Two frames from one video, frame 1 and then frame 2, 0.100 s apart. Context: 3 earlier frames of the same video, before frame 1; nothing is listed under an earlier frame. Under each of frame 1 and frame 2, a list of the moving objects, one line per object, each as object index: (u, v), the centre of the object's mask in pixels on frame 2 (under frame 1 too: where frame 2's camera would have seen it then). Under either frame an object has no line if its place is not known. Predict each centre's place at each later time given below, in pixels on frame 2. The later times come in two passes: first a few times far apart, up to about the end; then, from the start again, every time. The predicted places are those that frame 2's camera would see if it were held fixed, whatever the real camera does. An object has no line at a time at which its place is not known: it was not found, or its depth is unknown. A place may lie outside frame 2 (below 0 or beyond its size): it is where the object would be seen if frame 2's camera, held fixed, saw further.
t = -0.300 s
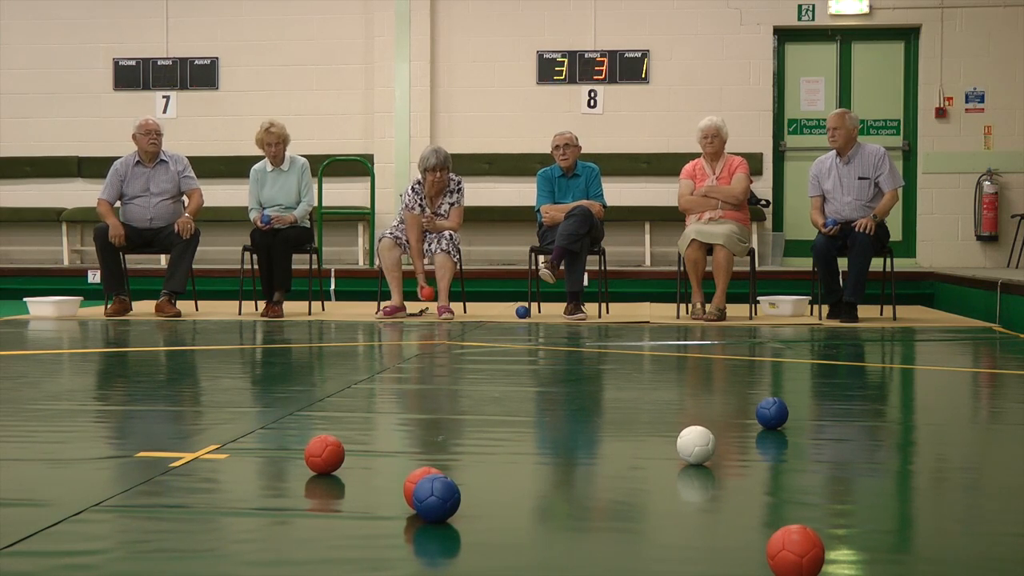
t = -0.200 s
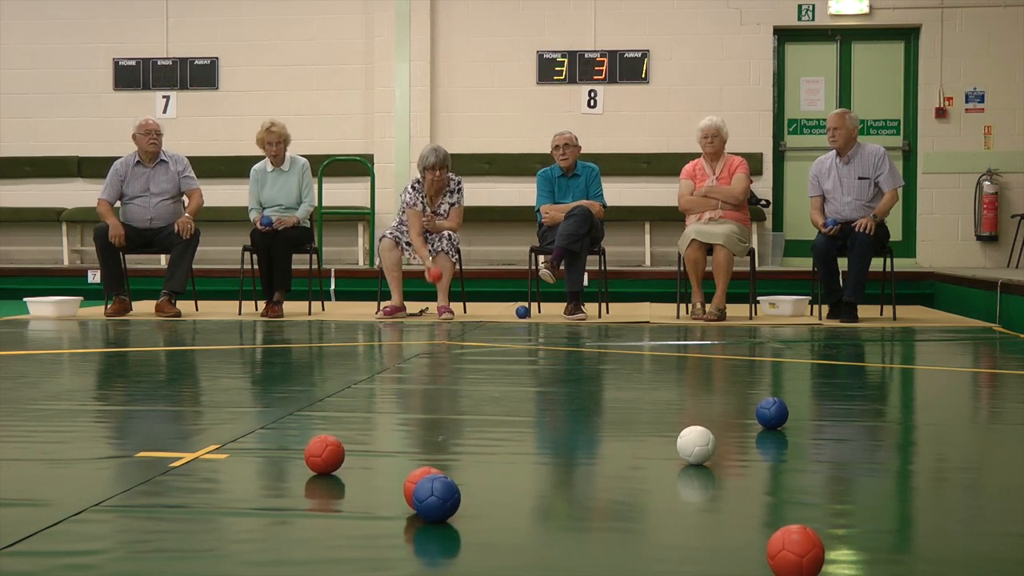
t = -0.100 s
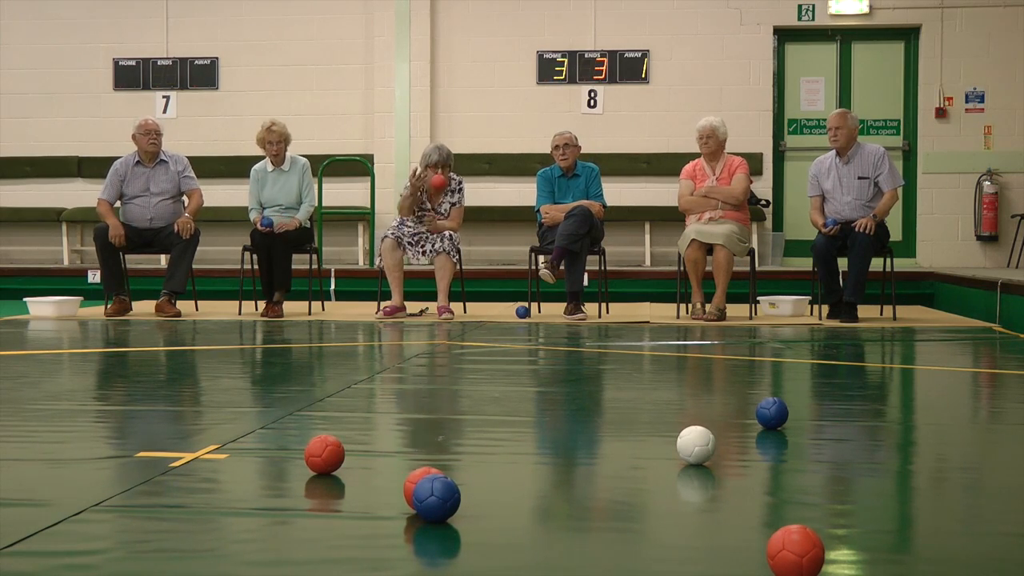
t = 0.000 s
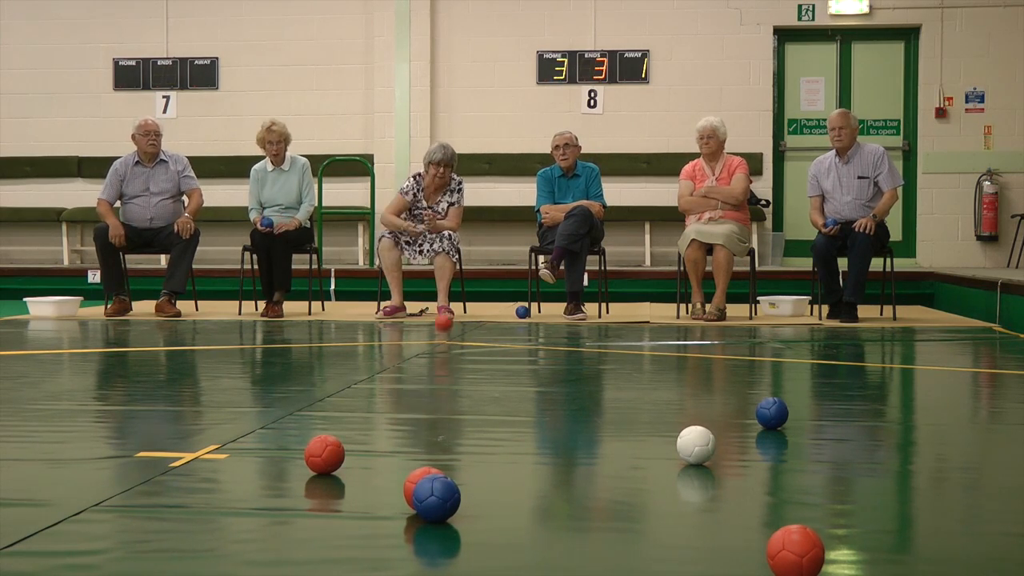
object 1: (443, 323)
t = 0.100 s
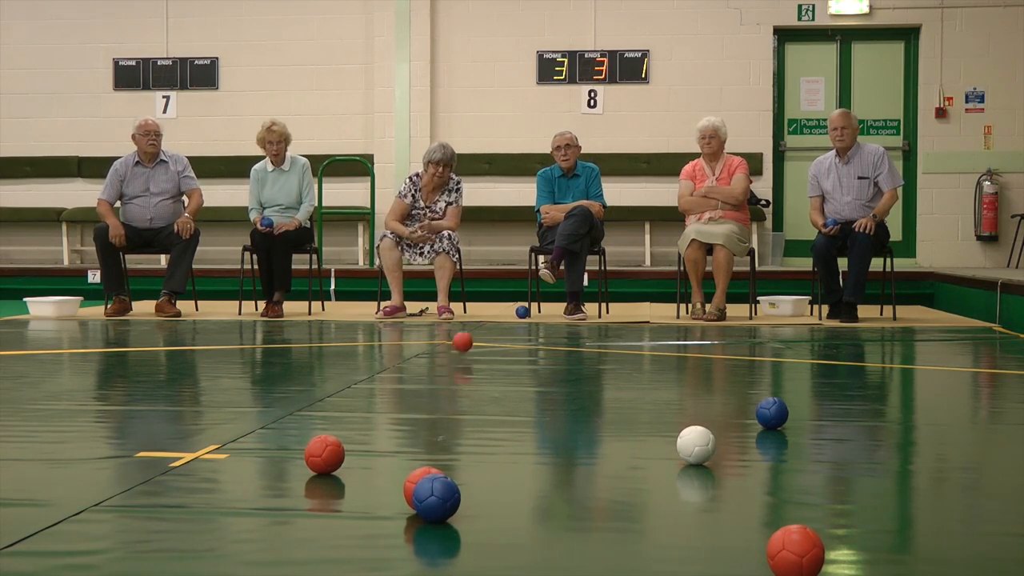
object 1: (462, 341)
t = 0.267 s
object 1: (498, 369)
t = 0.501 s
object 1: (518, 395)
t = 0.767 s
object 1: (487, 424)
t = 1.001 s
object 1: (438, 437)
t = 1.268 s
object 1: (439, 437)
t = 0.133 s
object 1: (470, 344)
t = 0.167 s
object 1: (477, 353)
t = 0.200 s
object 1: (484, 358)
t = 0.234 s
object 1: (491, 365)
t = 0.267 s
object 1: (498, 369)
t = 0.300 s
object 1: (502, 372)
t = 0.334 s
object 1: (508, 376)
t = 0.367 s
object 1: (511, 380)
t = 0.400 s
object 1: (514, 384)
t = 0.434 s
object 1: (516, 388)
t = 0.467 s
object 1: (518, 392)
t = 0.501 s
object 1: (518, 395)
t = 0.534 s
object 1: (518, 399)
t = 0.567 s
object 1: (516, 404)
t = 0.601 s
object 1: (513, 406)
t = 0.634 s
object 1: (510, 410)
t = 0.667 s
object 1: (505, 414)
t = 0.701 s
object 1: (501, 417)
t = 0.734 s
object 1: (494, 421)
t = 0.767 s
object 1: (487, 424)
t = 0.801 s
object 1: (481, 426)
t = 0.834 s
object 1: (473, 429)
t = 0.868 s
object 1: (465, 431)
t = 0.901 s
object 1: (458, 433)
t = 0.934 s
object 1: (449, 435)
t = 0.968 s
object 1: (442, 436)
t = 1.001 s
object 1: (438, 437)
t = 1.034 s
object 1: (435, 437)
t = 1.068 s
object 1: (435, 437)
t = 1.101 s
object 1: (436, 437)
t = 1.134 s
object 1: (437, 437)
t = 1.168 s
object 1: (438, 437)
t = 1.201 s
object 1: (438, 437)
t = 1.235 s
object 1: (439, 437)
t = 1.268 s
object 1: (439, 437)
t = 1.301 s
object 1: (439, 437)
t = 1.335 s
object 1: (438, 437)
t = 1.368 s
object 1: (438, 437)
